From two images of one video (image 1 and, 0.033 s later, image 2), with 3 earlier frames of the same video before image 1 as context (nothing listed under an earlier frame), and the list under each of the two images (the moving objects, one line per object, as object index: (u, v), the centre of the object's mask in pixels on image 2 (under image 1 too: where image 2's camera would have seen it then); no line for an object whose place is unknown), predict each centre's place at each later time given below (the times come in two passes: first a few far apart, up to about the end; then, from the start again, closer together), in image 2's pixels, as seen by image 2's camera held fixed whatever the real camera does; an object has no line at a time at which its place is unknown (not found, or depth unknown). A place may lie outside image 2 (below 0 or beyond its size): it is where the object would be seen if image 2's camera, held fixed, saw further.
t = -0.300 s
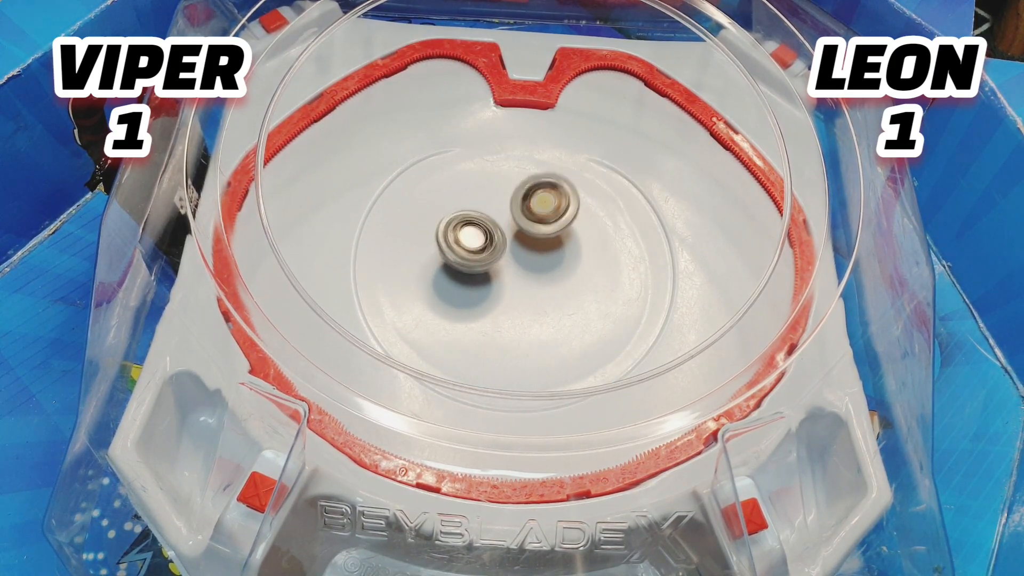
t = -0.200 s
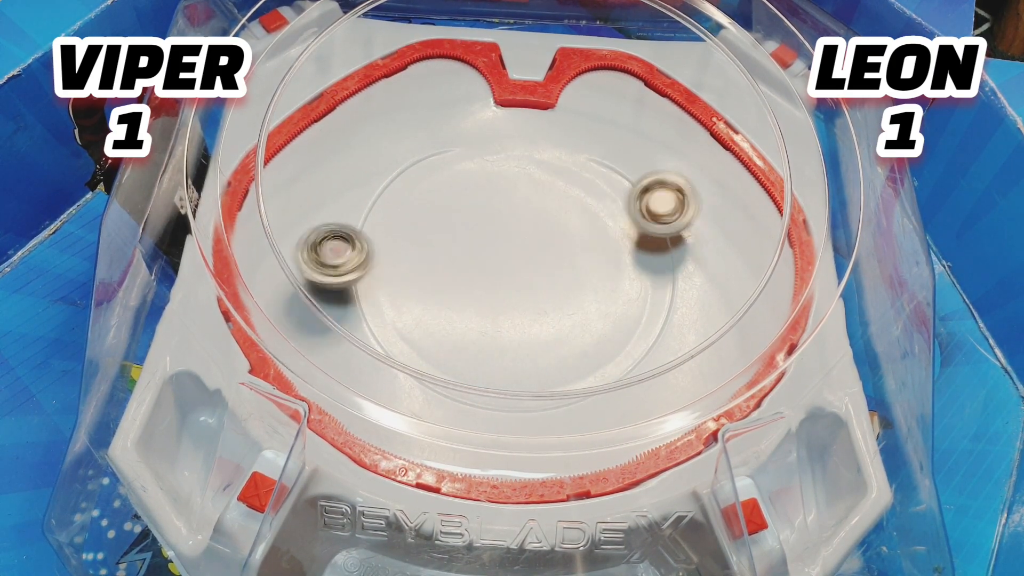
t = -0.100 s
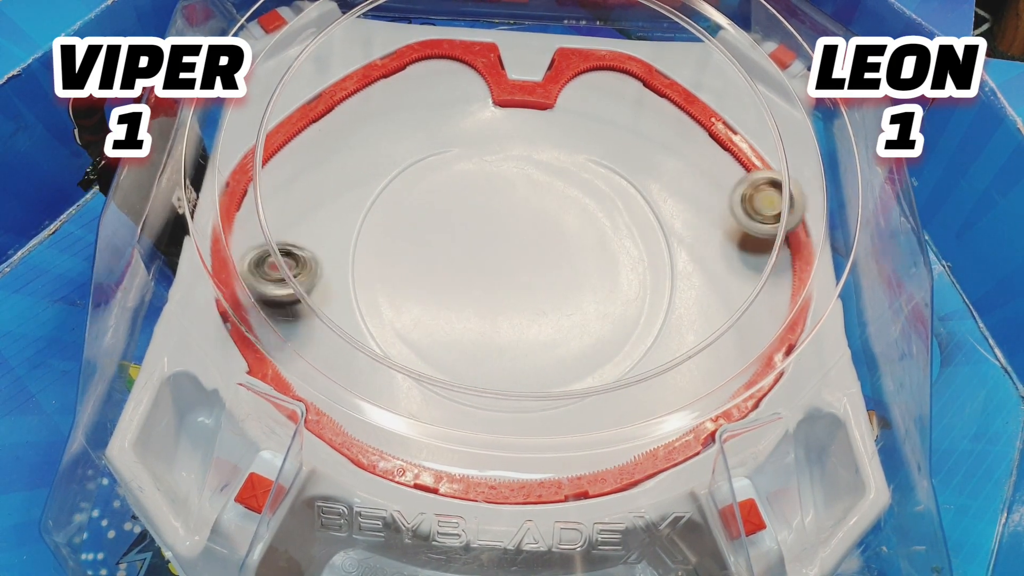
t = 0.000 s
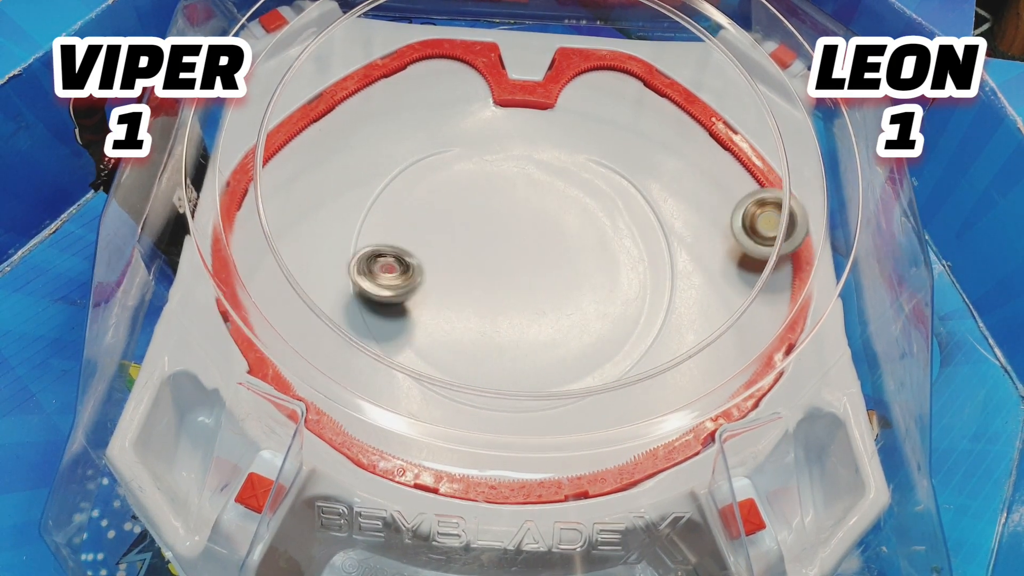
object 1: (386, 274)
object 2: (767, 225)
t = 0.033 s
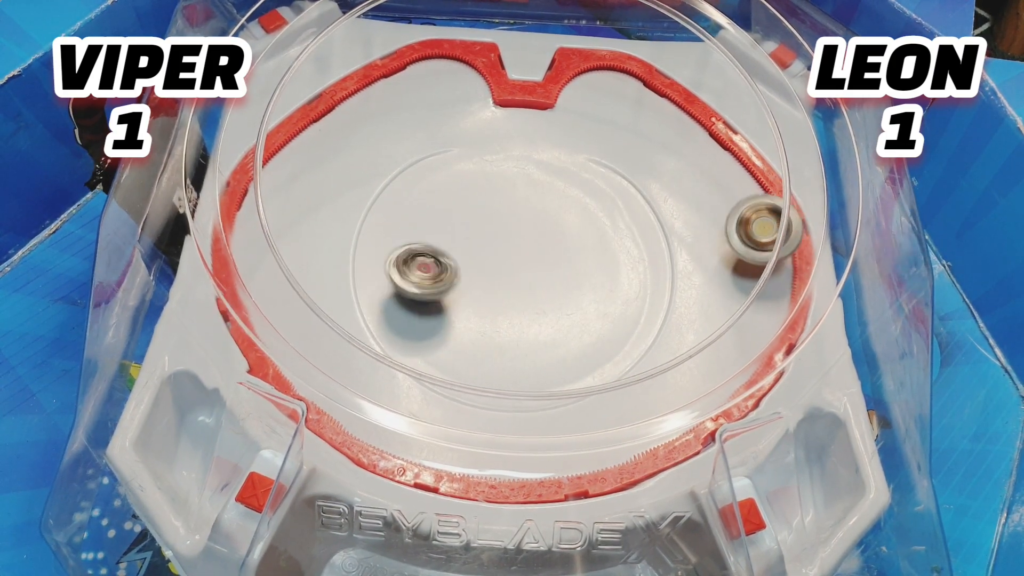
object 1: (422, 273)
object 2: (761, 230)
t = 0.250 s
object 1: (610, 242)
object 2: (779, 264)
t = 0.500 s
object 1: (583, 172)
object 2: (741, 259)
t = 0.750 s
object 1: (460, 158)
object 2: (746, 306)
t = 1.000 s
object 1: (418, 236)
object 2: (671, 367)
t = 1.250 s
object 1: (520, 261)
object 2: (542, 359)
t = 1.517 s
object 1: (589, 215)
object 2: (476, 280)
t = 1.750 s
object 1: (548, 200)
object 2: (430, 266)
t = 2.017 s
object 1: (522, 245)
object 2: (419, 280)
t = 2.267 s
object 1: (548, 282)
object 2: (436, 245)
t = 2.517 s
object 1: (555, 282)
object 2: (449, 206)
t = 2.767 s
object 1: (533, 267)
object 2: (476, 194)
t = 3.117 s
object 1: (487, 272)
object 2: (511, 163)
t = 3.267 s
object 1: (480, 273)
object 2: (523, 162)
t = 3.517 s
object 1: (484, 261)
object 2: (545, 195)
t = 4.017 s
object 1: (491, 228)
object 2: (591, 242)
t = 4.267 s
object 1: (499, 222)
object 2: (577, 268)
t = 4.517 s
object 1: (522, 222)
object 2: (558, 297)
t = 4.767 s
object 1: (536, 224)
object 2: (539, 305)
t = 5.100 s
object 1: (546, 238)
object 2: (493, 292)
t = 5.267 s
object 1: (546, 249)
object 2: (477, 292)
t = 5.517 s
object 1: (564, 255)
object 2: (449, 276)
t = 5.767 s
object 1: (537, 255)
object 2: (461, 267)
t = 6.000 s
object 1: (673, 246)
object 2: (294, 215)
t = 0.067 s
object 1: (459, 272)
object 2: (751, 236)
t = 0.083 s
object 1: (475, 270)
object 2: (751, 237)
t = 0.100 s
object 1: (492, 268)
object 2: (750, 240)
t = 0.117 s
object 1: (509, 267)
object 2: (757, 243)
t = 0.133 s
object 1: (525, 264)
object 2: (757, 246)
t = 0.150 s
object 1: (540, 262)
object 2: (759, 248)
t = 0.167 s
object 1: (554, 259)
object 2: (761, 251)
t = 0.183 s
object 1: (568, 256)
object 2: (763, 254)
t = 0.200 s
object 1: (580, 253)
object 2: (767, 255)
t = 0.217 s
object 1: (592, 249)
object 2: (771, 259)
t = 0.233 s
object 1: (602, 246)
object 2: (776, 261)
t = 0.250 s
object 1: (610, 242)
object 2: (779, 264)
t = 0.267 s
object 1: (618, 238)
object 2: (785, 267)
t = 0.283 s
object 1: (623, 234)
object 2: (788, 269)
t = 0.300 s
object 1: (627, 230)
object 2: (781, 266)
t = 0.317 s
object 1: (630, 226)
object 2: (776, 267)
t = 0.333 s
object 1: (631, 222)
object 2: (774, 265)
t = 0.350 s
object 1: (631, 216)
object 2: (767, 263)
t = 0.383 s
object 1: (627, 206)
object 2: (759, 262)
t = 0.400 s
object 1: (624, 201)
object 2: (755, 260)
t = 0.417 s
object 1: (618, 196)
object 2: (753, 261)
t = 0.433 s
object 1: (613, 191)
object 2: (751, 260)
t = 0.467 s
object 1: (598, 181)
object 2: (742, 258)
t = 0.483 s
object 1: (591, 176)
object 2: (742, 258)
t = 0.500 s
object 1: (583, 172)
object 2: (741, 259)
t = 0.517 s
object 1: (574, 167)
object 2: (747, 261)
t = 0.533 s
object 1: (565, 163)
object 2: (745, 262)
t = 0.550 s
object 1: (557, 159)
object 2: (739, 262)
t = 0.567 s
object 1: (548, 155)
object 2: (739, 263)
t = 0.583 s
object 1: (539, 152)
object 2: (738, 265)
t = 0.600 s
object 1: (530, 150)
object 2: (744, 270)
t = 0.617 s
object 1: (522, 147)
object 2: (745, 273)
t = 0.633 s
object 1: (514, 146)
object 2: (745, 276)
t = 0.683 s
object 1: (489, 147)
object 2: (746, 286)
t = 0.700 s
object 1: (481, 149)
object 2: (746, 292)
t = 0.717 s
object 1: (474, 150)
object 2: (747, 295)
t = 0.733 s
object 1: (467, 154)
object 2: (747, 298)
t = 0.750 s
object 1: (460, 158)
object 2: (746, 306)
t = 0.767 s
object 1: (453, 162)
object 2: (745, 312)
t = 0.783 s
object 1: (446, 167)
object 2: (743, 315)
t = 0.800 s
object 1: (439, 171)
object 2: (743, 316)
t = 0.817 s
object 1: (433, 177)
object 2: (738, 324)
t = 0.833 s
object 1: (428, 182)
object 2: (736, 325)
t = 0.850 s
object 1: (423, 187)
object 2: (732, 330)
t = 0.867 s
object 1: (419, 193)
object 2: (727, 334)
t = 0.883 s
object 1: (416, 198)
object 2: (722, 339)
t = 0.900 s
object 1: (414, 204)
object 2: (716, 344)
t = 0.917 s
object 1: (412, 210)
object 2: (710, 349)
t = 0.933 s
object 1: (411, 215)
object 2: (701, 356)
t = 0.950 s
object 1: (412, 220)
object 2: (695, 358)
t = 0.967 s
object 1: (413, 226)
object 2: (687, 363)
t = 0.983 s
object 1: (415, 231)
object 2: (680, 365)
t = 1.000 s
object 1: (418, 236)
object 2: (671, 367)
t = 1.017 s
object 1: (421, 241)
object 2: (662, 371)
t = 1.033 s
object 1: (425, 245)
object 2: (653, 373)
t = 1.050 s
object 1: (430, 249)
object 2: (644, 374)
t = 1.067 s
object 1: (435, 253)
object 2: (636, 374)
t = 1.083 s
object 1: (442, 256)
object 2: (627, 374)
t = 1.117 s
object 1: (455, 261)
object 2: (609, 373)
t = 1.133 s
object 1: (463, 262)
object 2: (600, 373)
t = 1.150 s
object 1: (470, 264)
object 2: (591, 370)
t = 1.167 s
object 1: (478, 264)
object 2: (581, 368)
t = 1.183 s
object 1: (487, 264)
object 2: (573, 366)
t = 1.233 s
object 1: (512, 262)
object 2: (549, 362)
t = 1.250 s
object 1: (520, 261)
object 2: (542, 359)
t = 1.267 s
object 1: (528, 259)
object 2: (536, 356)
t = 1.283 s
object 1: (535, 257)
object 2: (530, 351)
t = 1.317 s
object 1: (549, 252)
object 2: (520, 341)
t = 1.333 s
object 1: (555, 249)
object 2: (516, 335)
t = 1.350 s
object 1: (562, 246)
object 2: (512, 329)
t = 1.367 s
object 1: (567, 244)
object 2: (507, 324)
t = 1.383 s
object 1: (572, 240)
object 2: (503, 318)
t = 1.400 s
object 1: (577, 237)
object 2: (500, 312)
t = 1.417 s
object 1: (580, 234)
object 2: (496, 307)
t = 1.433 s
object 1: (584, 230)
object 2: (492, 302)
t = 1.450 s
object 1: (586, 228)
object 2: (489, 297)
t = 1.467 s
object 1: (588, 224)
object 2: (486, 293)
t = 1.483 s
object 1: (588, 222)
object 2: (482, 288)
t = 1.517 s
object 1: (589, 215)
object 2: (476, 280)
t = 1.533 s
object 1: (588, 213)
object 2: (473, 277)
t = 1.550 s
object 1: (587, 209)
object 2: (470, 275)
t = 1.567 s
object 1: (585, 207)
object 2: (467, 272)
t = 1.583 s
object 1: (583, 206)
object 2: (464, 269)
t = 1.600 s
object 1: (580, 203)
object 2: (461, 267)
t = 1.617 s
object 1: (577, 202)
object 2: (457, 266)
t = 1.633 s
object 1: (574, 201)
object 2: (454, 265)
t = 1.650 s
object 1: (571, 200)
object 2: (451, 264)
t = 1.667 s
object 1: (567, 199)
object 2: (447, 263)
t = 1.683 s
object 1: (564, 199)
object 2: (443, 264)
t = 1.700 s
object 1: (560, 199)
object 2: (440, 263)
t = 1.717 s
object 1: (556, 199)
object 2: (436, 264)
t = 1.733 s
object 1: (552, 200)
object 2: (433, 264)
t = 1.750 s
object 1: (548, 200)
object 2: (430, 266)
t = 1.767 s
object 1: (545, 201)
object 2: (428, 267)
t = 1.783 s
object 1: (541, 203)
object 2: (426, 268)
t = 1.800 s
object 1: (538, 205)
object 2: (424, 270)
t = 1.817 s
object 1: (535, 208)
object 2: (422, 271)
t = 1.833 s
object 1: (533, 210)
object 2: (420, 272)
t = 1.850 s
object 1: (530, 212)
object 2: (419, 274)
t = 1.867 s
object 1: (528, 215)
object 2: (418, 275)
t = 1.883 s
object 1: (527, 218)
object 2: (418, 276)
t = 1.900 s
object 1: (525, 221)
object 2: (417, 278)
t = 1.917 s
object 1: (523, 225)
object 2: (417, 278)
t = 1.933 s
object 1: (522, 228)
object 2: (417, 280)
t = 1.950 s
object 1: (522, 231)
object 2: (417, 281)
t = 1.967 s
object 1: (521, 234)
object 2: (417, 281)
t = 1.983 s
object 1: (522, 237)
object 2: (418, 281)
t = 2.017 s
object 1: (522, 245)
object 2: (419, 280)
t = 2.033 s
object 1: (523, 248)
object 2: (420, 280)
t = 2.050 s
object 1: (525, 251)
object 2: (421, 279)
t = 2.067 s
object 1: (526, 254)
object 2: (423, 277)
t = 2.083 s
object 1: (527, 258)
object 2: (424, 276)
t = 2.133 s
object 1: (532, 266)
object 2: (428, 269)
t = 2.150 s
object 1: (534, 269)
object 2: (429, 267)
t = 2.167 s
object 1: (536, 271)
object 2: (430, 264)
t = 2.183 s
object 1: (538, 273)
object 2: (431, 261)
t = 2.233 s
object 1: (544, 279)
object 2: (434, 252)
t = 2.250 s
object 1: (546, 281)
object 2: (435, 248)
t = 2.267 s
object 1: (548, 282)
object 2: (436, 245)
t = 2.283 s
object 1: (549, 283)
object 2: (437, 242)
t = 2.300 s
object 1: (551, 284)
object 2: (438, 238)
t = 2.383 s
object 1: (556, 287)
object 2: (442, 223)
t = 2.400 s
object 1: (557, 287)
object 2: (443, 220)
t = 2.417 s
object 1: (557, 286)
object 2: (444, 218)
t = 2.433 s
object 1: (557, 286)
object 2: (444, 215)
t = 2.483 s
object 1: (556, 284)
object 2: (447, 209)
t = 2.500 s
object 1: (556, 283)
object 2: (448, 208)
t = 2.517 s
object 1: (555, 282)
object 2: (449, 206)
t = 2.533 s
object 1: (554, 280)
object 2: (450, 205)
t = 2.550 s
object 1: (553, 280)
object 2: (451, 204)
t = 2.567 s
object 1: (552, 279)
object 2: (453, 203)
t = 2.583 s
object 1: (551, 278)
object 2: (454, 202)
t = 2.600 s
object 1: (550, 276)
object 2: (456, 201)
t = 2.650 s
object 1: (546, 273)
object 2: (462, 199)
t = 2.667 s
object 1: (544, 271)
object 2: (464, 199)
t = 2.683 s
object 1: (542, 270)
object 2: (466, 198)
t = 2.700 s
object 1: (541, 270)
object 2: (468, 198)
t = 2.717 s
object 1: (539, 269)
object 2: (470, 197)
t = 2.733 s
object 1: (537, 268)
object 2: (472, 196)
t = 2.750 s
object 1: (535, 267)
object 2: (474, 195)
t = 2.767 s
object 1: (533, 267)
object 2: (476, 194)
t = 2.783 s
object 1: (531, 266)
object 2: (477, 193)
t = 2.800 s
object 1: (528, 266)
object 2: (479, 192)
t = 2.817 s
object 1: (526, 266)
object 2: (481, 190)
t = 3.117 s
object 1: (487, 272)
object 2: (511, 163)
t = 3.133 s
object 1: (485, 272)
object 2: (512, 162)
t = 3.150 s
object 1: (484, 273)
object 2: (514, 161)
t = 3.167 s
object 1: (483, 273)
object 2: (515, 161)
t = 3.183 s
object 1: (482, 273)
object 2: (517, 161)
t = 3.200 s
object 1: (482, 273)
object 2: (518, 161)
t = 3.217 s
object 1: (481, 273)
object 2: (519, 161)
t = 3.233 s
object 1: (481, 273)
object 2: (521, 161)
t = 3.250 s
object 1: (480, 274)
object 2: (522, 162)
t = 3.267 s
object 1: (480, 273)
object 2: (523, 162)
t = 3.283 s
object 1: (480, 273)
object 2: (524, 164)
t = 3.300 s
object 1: (479, 273)
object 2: (525, 165)
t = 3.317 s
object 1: (480, 272)
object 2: (526, 167)
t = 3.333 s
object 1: (480, 272)
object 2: (527, 168)
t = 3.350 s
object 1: (480, 272)
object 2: (528, 170)
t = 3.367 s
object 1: (480, 271)
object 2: (529, 172)
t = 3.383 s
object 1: (481, 270)
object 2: (530, 174)
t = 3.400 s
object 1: (481, 270)
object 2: (531, 177)
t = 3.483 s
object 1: (483, 264)
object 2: (540, 190)
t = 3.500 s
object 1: (484, 263)
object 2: (542, 193)
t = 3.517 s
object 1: (484, 261)
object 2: (545, 195)
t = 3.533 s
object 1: (485, 260)
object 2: (548, 198)
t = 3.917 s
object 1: (492, 230)
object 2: (590, 234)
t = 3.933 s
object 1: (492, 229)
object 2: (590, 235)
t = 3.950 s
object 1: (491, 229)
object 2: (591, 236)
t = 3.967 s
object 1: (492, 229)
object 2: (591, 237)
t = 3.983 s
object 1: (492, 229)
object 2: (591, 239)
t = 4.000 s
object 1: (492, 229)
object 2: (591, 241)
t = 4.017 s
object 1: (491, 228)
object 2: (591, 242)
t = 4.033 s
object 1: (491, 228)
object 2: (591, 244)
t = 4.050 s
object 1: (491, 227)
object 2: (590, 245)
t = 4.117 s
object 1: (492, 226)
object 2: (587, 252)
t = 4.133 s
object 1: (492, 225)
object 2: (586, 254)
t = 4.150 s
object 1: (492, 224)
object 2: (585, 256)
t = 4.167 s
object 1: (493, 224)
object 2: (584, 258)
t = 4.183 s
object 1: (494, 224)
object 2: (583, 259)
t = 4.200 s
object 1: (494, 223)
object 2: (582, 261)
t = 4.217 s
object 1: (495, 223)
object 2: (581, 263)
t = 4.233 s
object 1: (496, 222)
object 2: (579, 265)
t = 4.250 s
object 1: (497, 222)
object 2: (578, 267)
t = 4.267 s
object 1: (499, 222)
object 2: (577, 268)
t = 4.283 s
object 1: (500, 222)
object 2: (576, 270)
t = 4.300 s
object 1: (501, 221)
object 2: (575, 272)
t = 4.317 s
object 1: (503, 221)
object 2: (574, 274)
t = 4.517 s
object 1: (522, 222)
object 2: (558, 297)
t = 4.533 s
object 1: (523, 222)
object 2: (556, 299)
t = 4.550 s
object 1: (524, 221)
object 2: (555, 300)
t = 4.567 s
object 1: (525, 221)
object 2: (554, 301)
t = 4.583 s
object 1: (526, 221)
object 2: (553, 302)
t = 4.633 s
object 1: (529, 222)
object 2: (549, 305)
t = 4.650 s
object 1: (530, 222)
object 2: (548, 305)
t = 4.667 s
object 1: (531, 222)
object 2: (547, 306)
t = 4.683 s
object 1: (532, 222)
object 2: (546, 306)
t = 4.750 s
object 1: (535, 224)
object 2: (540, 306)
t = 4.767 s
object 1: (536, 224)
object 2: (539, 305)
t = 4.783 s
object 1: (538, 224)
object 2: (537, 305)
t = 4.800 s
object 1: (538, 226)
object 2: (536, 304)
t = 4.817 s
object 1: (539, 227)
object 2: (534, 304)
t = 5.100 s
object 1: (546, 238)
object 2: (493, 292)
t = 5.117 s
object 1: (547, 239)
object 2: (491, 293)
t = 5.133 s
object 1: (547, 240)
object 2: (489, 293)
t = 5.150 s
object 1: (547, 241)
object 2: (487, 292)
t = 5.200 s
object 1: (547, 244)
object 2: (482, 293)
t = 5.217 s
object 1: (547, 245)
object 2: (480, 293)
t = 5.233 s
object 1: (547, 246)
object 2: (479, 293)
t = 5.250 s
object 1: (547, 247)
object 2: (478, 292)
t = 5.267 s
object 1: (546, 249)
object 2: (477, 292)
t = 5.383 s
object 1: (544, 256)
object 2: (477, 286)
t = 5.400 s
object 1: (544, 257)
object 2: (477, 285)
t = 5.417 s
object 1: (545, 257)
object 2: (474, 284)
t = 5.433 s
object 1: (549, 257)
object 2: (469, 283)
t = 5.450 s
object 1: (553, 256)
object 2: (463, 282)
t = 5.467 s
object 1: (556, 255)
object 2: (459, 281)
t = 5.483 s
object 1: (560, 255)
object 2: (455, 279)
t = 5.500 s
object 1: (562, 255)
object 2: (451, 278)
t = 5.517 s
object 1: (564, 255)
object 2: (449, 276)
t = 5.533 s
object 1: (566, 255)
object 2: (446, 275)
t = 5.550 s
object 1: (567, 255)
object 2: (445, 273)
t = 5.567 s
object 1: (567, 255)
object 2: (445, 272)
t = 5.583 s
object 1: (567, 256)
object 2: (445, 271)
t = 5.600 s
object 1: (566, 256)
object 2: (445, 270)
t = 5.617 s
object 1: (564, 257)
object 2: (446, 269)
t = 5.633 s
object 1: (563, 257)
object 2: (448, 269)
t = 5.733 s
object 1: (544, 256)
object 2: (458, 268)
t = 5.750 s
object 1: (541, 255)
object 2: (459, 268)
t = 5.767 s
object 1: (537, 255)
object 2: (461, 267)
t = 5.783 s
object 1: (535, 255)
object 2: (460, 266)
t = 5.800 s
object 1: (553, 254)
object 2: (438, 259)
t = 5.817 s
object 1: (570, 252)
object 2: (414, 255)
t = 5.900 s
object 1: (647, 250)
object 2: (334, 234)
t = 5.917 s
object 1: (656, 249)
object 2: (324, 232)
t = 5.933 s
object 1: (665, 249)
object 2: (315, 231)
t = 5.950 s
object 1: (671, 248)
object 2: (309, 227)
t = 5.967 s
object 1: (676, 247)
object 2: (304, 222)
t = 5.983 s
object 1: (676, 246)
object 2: (299, 220)
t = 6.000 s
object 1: (673, 246)
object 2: (294, 215)
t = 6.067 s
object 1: (659, 242)
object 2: (271, 199)
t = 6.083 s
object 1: (654, 241)
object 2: (264, 196)
